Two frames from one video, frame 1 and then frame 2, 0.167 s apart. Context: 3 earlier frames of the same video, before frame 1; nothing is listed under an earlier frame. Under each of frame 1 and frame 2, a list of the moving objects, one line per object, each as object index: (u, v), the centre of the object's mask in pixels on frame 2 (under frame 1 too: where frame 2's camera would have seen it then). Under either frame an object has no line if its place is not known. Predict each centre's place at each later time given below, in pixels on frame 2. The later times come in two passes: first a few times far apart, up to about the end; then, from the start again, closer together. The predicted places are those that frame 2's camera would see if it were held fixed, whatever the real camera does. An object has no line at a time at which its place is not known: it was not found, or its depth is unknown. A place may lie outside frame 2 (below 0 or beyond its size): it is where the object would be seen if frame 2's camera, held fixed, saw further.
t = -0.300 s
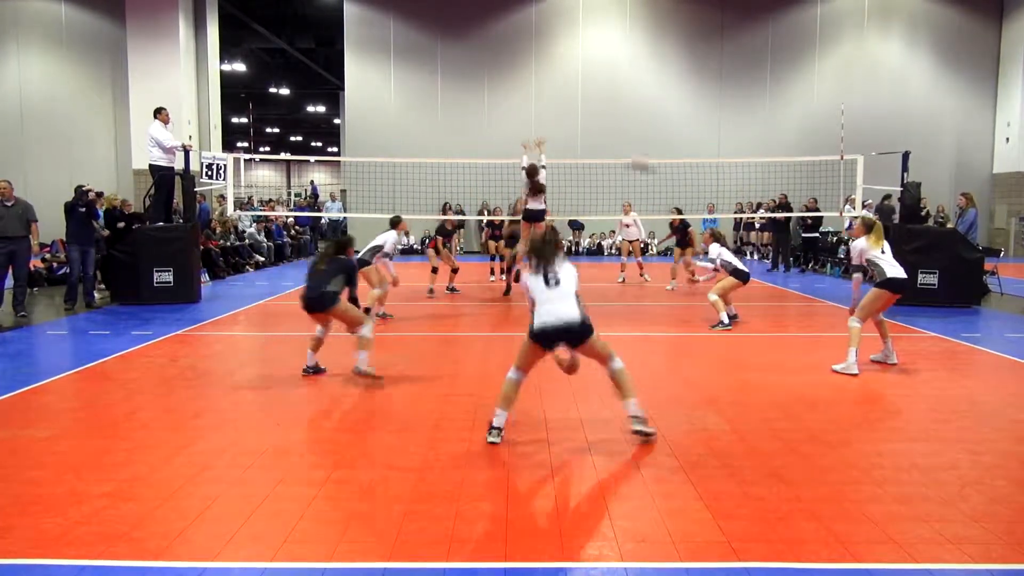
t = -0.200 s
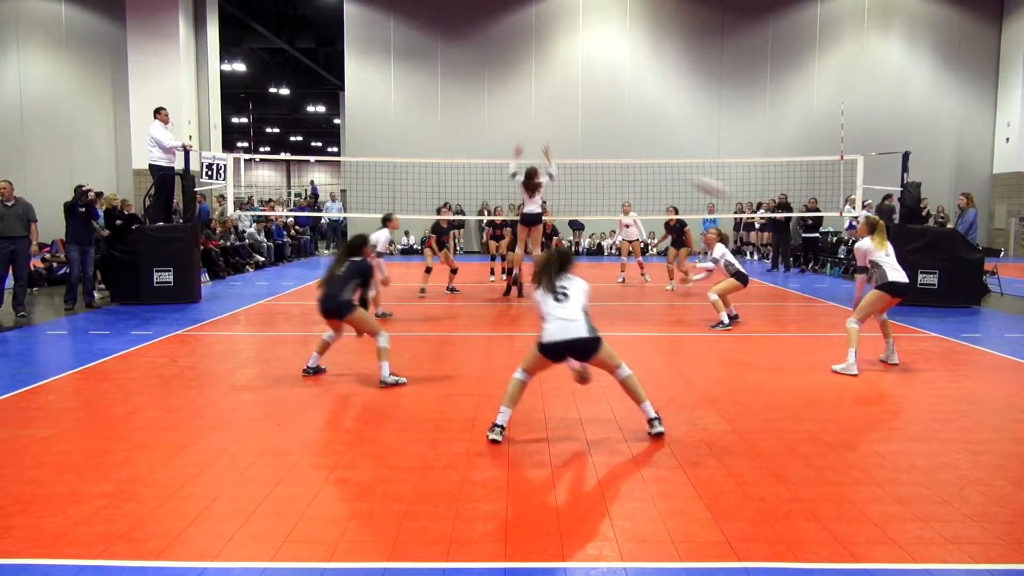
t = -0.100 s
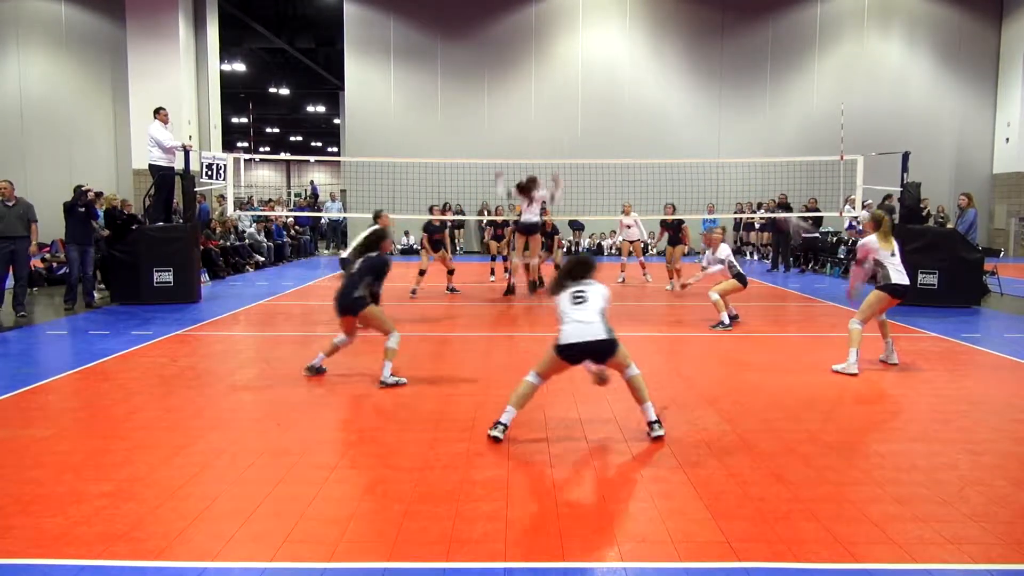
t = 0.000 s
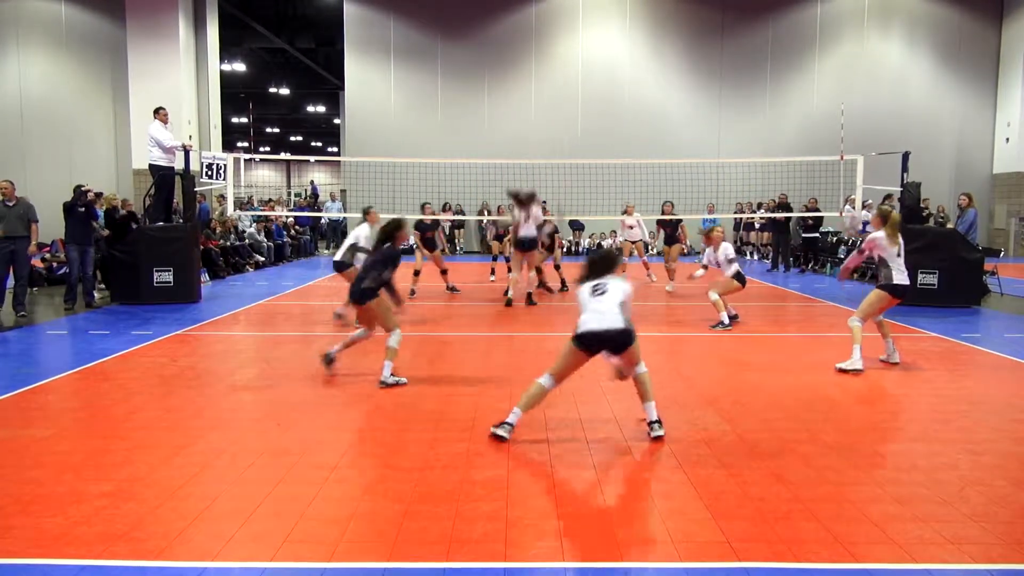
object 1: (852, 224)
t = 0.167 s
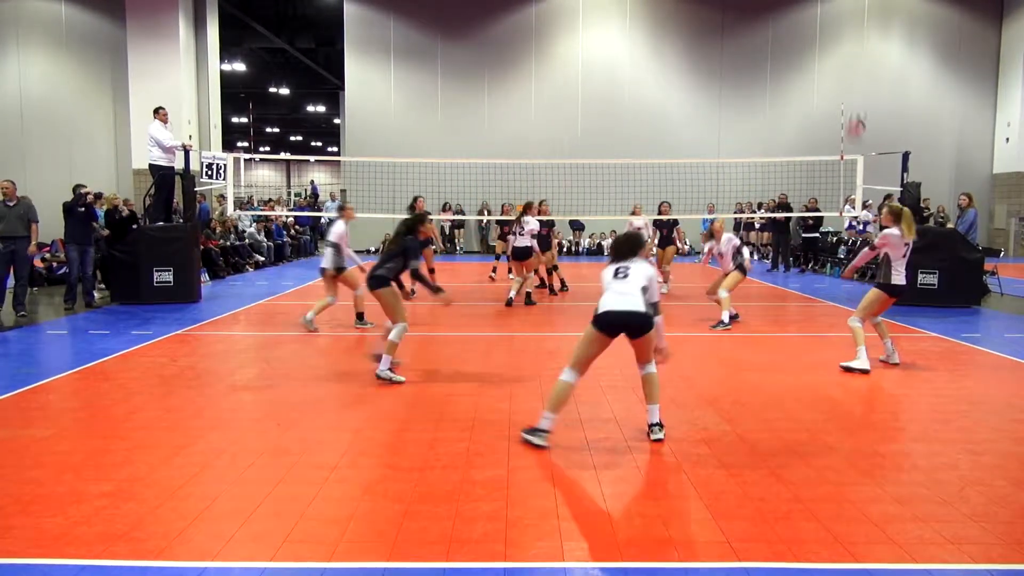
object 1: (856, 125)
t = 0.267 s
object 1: (858, 83)
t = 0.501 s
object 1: (864, 24)
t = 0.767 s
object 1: (869, 21)
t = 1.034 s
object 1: (871, 72)
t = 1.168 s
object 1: (871, 115)
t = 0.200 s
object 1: (856, 113)
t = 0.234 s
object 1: (858, 97)
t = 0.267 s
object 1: (858, 83)
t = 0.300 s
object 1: (859, 72)
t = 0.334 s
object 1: (861, 60)
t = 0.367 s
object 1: (860, 52)
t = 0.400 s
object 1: (861, 44)
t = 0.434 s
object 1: (863, 36)
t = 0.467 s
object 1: (864, 30)
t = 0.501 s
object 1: (864, 24)
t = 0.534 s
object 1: (865, 21)
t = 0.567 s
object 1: (865, 18)
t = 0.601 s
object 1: (866, 16)
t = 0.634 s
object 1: (867, 14)
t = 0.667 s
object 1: (868, 15)
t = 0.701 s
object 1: (868, 16)
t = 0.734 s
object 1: (868, 18)
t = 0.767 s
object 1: (869, 21)
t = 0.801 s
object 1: (869, 24)
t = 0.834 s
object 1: (870, 28)
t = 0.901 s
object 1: (870, 40)
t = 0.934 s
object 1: (870, 47)
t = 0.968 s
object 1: (871, 55)
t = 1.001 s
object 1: (871, 63)
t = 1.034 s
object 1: (871, 72)
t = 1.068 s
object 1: (871, 81)
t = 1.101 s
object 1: (871, 90)
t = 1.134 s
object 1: (871, 103)
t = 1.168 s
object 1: (871, 115)
